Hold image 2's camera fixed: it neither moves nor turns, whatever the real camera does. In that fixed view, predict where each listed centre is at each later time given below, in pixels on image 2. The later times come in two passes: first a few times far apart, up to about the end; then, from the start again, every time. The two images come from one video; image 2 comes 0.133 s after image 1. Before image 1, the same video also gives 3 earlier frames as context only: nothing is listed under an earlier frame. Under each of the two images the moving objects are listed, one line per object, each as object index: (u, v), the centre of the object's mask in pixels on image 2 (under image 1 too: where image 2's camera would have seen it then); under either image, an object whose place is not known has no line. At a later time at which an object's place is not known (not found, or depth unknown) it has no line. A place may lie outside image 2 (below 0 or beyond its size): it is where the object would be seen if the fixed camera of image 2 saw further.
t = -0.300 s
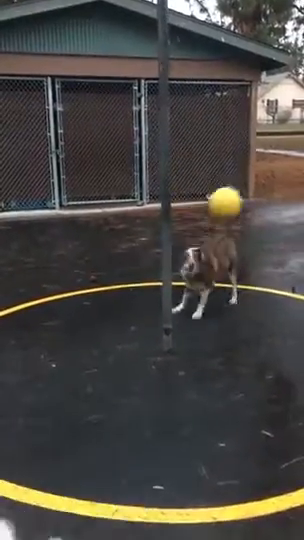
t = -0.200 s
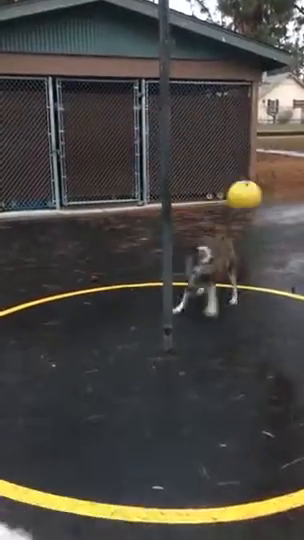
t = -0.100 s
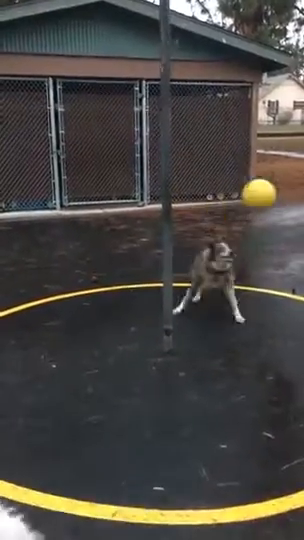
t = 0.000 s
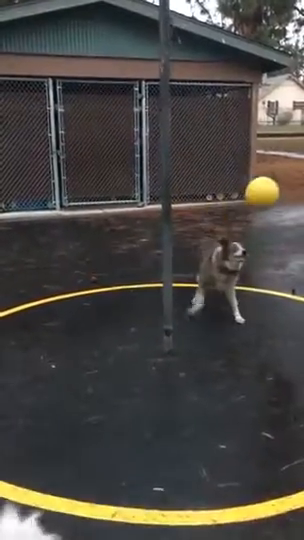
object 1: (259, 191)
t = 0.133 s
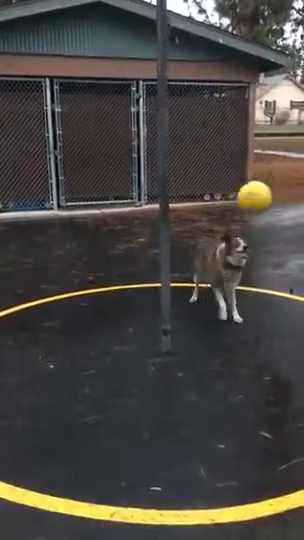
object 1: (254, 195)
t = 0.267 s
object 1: (239, 207)
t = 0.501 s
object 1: (182, 224)
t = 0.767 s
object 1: (107, 221)
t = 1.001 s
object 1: (61, 209)
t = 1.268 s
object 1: (50, 203)
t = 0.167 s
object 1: (251, 199)
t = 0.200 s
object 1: (248, 202)
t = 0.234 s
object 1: (244, 205)
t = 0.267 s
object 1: (239, 207)
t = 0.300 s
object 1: (232, 209)
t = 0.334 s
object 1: (226, 210)
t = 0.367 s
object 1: (218, 212)
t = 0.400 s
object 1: (210, 215)
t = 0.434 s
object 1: (200, 219)
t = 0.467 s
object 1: (191, 222)
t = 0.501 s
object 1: (182, 224)
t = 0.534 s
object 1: (172, 225)
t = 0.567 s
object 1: (162, 225)
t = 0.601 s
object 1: (152, 224)
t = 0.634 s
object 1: (143, 223)
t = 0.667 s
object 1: (133, 222)
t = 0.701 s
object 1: (125, 221)
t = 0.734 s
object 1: (116, 221)
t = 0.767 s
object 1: (107, 221)
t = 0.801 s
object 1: (99, 221)
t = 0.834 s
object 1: (91, 219)
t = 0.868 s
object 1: (84, 217)
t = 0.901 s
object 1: (77, 214)
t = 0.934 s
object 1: (71, 212)
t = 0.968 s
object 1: (66, 210)
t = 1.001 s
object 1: (61, 209)
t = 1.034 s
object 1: (57, 208)
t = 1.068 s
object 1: (54, 208)
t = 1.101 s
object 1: (51, 207)
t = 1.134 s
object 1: (50, 206)
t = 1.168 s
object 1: (50, 204)
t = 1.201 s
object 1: (49, 204)
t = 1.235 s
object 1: (50, 203)
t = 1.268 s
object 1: (50, 203)
